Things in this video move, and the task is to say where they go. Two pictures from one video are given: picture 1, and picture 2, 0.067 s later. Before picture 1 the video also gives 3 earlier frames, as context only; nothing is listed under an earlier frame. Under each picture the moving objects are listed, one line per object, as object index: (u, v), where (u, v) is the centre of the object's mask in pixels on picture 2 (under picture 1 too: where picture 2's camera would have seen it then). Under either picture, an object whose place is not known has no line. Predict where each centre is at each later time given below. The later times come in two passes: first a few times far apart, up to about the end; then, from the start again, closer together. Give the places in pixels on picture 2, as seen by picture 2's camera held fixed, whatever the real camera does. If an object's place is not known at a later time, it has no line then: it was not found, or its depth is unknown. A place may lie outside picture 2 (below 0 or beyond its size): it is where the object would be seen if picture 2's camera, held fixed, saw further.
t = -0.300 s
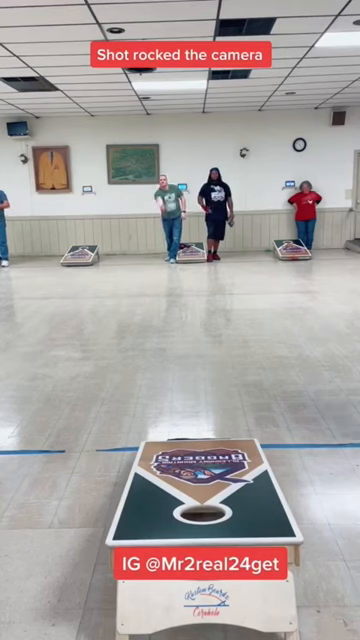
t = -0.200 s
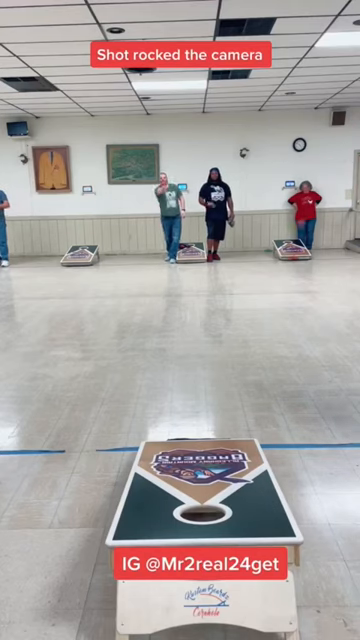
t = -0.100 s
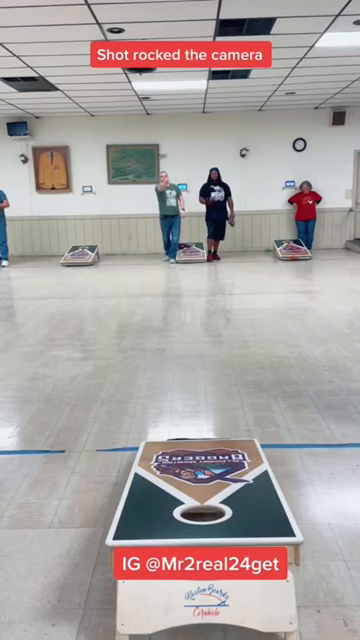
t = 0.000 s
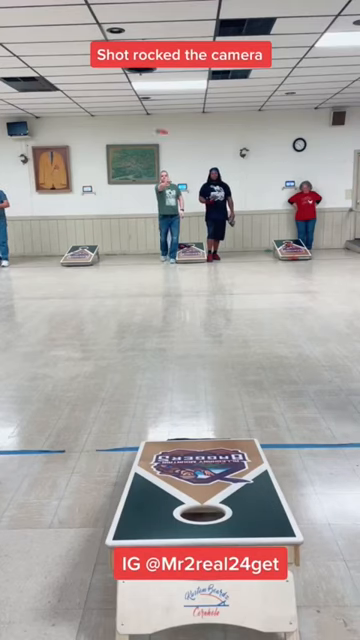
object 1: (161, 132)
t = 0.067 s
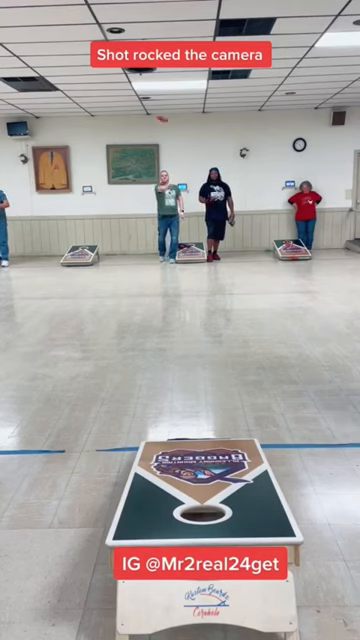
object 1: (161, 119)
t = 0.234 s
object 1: (162, 98)
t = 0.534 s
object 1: (167, 132)
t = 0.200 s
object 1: (162, 101)
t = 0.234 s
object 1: (162, 98)
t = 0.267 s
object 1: (162, 97)
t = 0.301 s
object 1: (163, 96)
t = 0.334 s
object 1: (163, 97)
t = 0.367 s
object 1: (163, 99)
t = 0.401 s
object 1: (163, 102)
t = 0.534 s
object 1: (167, 132)
